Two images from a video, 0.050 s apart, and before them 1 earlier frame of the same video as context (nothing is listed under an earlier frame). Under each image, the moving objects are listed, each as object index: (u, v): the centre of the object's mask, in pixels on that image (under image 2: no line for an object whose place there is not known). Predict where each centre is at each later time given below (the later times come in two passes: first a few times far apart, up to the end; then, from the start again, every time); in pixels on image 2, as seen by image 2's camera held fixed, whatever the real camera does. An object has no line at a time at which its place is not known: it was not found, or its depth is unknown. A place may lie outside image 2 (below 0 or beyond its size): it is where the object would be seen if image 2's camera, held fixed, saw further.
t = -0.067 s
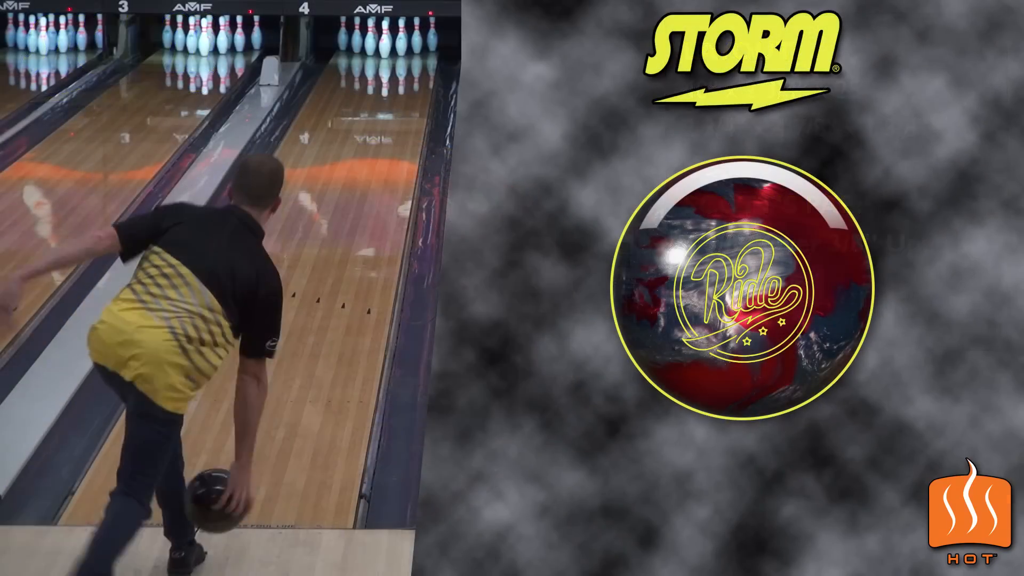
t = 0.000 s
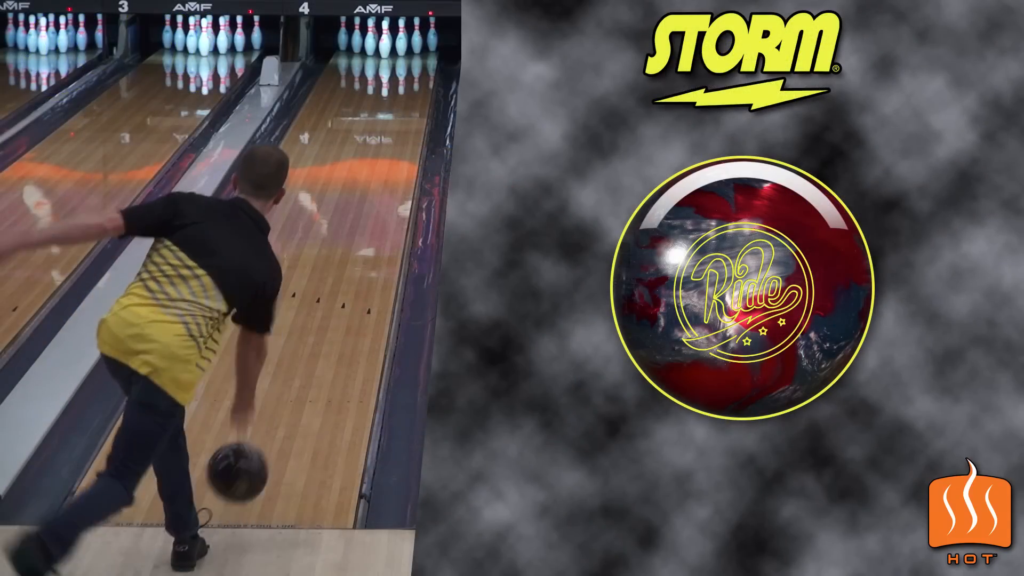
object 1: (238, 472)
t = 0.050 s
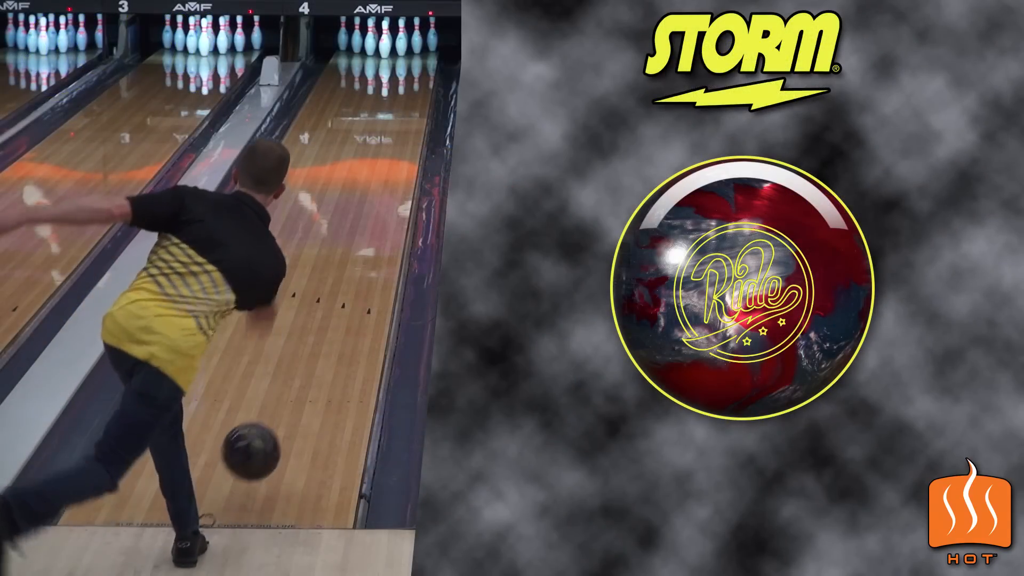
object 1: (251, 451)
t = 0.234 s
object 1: (293, 391)
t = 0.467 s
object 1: (330, 309)
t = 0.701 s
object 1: (358, 246)
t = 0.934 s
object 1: (377, 197)
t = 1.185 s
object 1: (392, 156)
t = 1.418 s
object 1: (401, 125)
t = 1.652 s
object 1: (407, 100)
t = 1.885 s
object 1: (407, 78)
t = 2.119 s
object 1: (401, 61)
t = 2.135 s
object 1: (400, 59)
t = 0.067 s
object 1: (256, 446)
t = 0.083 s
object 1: (260, 442)
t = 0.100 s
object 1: (264, 438)
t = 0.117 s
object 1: (268, 435)
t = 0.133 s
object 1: (272, 434)
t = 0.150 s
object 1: (275, 427)
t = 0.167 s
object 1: (279, 419)
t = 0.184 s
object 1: (283, 412)
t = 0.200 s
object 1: (286, 405)
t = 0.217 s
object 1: (289, 398)
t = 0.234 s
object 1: (293, 391)
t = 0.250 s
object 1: (296, 385)
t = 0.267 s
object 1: (299, 378)
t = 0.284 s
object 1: (302, 371)
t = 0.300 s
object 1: (305, 365)
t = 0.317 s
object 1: (308, 359)
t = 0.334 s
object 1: (310, 353)
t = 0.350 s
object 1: (313, 347)
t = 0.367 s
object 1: (316, 341)
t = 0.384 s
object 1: (319, 335)
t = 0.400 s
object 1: (321, 330)
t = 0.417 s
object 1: (324, 325)
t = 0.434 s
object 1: (326, 319)
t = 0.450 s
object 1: (328, 314)
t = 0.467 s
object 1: (330, 309)
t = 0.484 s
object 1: (333, 304)
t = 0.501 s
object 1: (335, 298)
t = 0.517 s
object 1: (337, 294)
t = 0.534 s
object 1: (339, 289)
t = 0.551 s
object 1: (341, 284)
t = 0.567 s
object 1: (343, 279)
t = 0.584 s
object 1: (345, 275)
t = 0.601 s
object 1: (347, 271)
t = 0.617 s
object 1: (349, 266)
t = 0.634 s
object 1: (351, 262)
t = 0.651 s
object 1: (352, 258)
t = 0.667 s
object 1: (354, 254)
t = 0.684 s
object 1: (356, 250)
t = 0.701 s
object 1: (358, 246)
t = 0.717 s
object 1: (359, 242)
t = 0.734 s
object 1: (361, 238)
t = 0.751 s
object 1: (362, 234)
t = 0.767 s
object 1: (364, 231)
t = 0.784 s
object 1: (365, 227)
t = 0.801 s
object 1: (367, 224)
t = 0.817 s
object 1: (368, 220)
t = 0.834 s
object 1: (370, 217)
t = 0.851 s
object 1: (371, 213)
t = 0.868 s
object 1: (372, 210)
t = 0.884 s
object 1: (374, 207)
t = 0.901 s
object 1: (375, 204)
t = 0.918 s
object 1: (376, 200)
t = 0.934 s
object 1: (377, 197)
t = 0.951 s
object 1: (378, 195)
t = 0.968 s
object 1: (380, 191)
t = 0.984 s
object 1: (381, 189)
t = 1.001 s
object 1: (382, 186)
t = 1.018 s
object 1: (383, 183)
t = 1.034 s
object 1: (384, 180)
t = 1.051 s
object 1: (385, 177)
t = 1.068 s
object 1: (386, 174)
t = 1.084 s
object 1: (387, 171)
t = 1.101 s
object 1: (388, 169)
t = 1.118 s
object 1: (389, 166)
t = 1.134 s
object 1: (390, 164)
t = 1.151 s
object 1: (391, 161)
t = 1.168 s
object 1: (392, 158)
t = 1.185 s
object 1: (392, 156)
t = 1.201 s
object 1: (393, 154)
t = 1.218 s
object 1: (394, 151)
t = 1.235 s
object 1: (395, 149)
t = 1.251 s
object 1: (395, 146)
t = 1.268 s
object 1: (396, 144)
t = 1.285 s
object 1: (396, 142)
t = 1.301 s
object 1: (397, 140)
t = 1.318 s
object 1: (398, 137)
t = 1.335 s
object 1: (399, 136)
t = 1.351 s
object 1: (399, 134)
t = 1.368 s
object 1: (400, 131)
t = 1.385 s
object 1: (401, 129)
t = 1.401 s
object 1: (401, 127)
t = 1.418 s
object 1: (401, 125)
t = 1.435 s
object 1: (402, 123)
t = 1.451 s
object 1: (402, 121)
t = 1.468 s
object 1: (403, 119)
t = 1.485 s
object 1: (404, 117)
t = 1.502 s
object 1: (404, 115)
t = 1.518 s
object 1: (404, 114)
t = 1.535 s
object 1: (405, 112)
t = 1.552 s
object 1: (405, 110)
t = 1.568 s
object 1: (405, 108)
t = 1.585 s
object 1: (405, 107)
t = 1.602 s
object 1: (406, 105)
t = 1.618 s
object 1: (406, 103)
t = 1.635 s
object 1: (407, 101)
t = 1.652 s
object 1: (407, 100)
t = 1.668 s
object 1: (407, 98)
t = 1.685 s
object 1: (407, 96)
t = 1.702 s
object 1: (407, 95)
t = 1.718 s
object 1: (407, 93)
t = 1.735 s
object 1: (408, 92)
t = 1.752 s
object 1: (407, 90)
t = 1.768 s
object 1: (407, 88)
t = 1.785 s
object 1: (407, 87)
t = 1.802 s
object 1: (407, 85)
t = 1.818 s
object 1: (407, 84)
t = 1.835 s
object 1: (407, 82)
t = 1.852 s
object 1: (407, 81)
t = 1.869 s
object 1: (407, 80)
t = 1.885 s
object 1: (407, 78)
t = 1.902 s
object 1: (406, 77)
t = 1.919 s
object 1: (406, 76)
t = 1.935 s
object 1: (406, 74)
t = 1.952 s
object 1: (405, 73)
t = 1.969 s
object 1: (405, 72)
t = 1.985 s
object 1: (405, 70)
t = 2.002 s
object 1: (404, 69)
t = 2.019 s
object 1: (404, 68)
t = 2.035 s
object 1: (403, 67)
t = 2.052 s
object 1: (403, 65)
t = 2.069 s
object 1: (402, 64)
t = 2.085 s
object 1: (402, 63)
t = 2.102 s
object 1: (401, 62)
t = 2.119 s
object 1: (401, 61)
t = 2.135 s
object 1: (400, 59)
